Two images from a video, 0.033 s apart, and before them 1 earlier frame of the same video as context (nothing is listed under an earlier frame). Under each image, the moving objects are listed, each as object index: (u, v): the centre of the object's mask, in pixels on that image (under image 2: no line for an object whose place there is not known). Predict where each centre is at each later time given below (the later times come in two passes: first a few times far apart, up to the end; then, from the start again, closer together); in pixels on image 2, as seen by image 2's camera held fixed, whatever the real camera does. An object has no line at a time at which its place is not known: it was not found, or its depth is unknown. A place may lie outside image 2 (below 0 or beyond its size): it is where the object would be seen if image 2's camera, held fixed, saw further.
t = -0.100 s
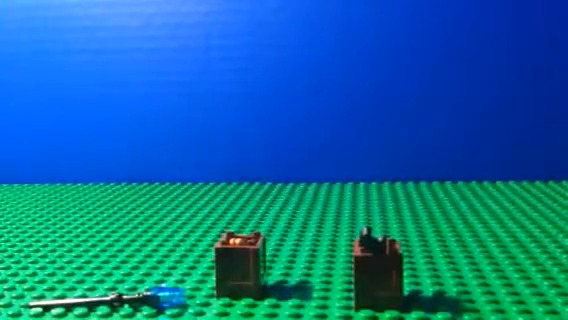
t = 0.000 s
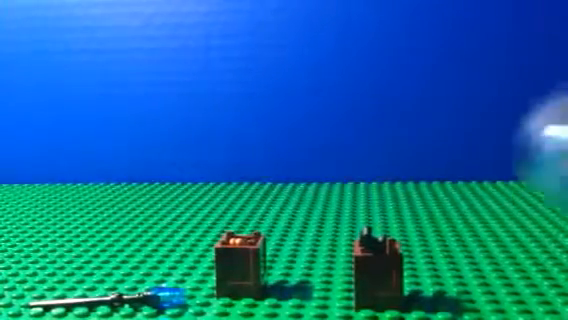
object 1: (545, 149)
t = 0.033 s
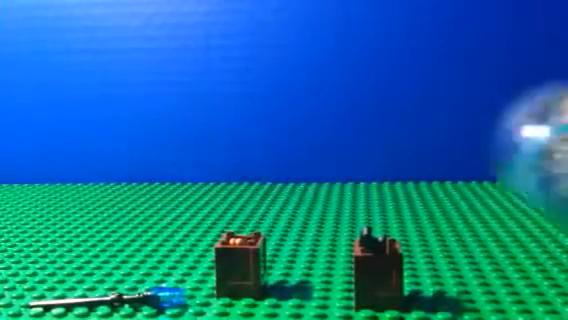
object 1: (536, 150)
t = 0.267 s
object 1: (419, 154)
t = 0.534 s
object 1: (278, 152)
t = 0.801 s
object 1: (180, 146)
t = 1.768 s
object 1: (93, 139)
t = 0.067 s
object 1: (525, 151)
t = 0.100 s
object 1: (515, 153)
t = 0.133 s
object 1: (502, 155)
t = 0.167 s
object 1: (483, 154)
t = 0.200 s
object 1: (462, 153)
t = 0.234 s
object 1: (440, 152)
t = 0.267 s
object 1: (419, 154)
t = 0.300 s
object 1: (398, 154)
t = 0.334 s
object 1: (380, 154)
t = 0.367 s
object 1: (362, 154)
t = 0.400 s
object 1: (344, 155)
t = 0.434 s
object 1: (327, 155)
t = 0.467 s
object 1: (310, 154)
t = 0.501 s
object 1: (295, 154)
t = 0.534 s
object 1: (278, 152)
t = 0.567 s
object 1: (264, 151)
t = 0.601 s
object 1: (251, 150)
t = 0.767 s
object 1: (191, 147)
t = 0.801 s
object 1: (180, 146)
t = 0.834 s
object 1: (169, 145)
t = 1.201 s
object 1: (103, 138)
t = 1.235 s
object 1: (100, 139)
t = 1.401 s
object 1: (91, 140)
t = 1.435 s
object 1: (91, 140)
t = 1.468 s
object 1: (92, 140)
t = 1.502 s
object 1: (93, 140)
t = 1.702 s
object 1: (94, 139)
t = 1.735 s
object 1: (93, 139)
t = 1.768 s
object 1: (93, 139)
